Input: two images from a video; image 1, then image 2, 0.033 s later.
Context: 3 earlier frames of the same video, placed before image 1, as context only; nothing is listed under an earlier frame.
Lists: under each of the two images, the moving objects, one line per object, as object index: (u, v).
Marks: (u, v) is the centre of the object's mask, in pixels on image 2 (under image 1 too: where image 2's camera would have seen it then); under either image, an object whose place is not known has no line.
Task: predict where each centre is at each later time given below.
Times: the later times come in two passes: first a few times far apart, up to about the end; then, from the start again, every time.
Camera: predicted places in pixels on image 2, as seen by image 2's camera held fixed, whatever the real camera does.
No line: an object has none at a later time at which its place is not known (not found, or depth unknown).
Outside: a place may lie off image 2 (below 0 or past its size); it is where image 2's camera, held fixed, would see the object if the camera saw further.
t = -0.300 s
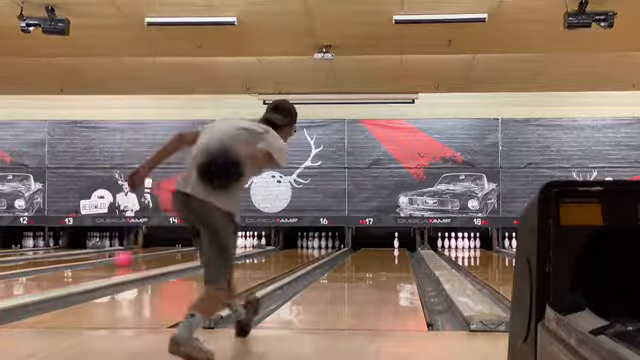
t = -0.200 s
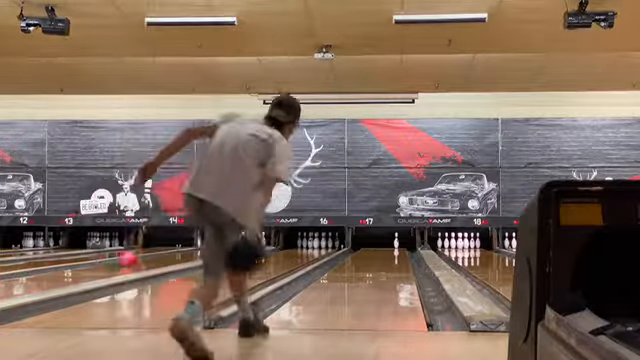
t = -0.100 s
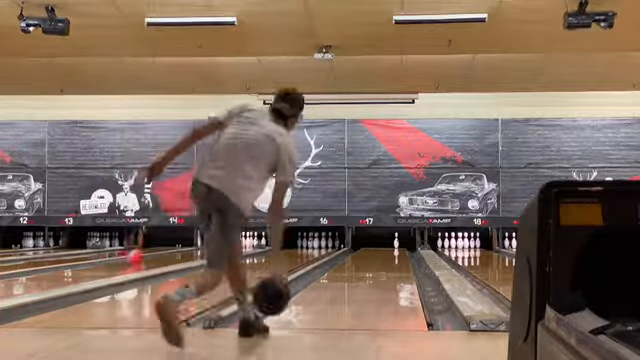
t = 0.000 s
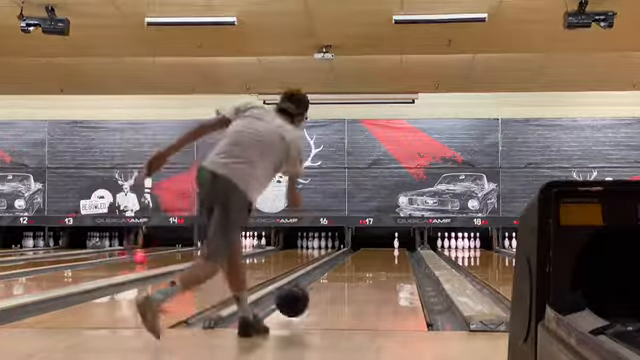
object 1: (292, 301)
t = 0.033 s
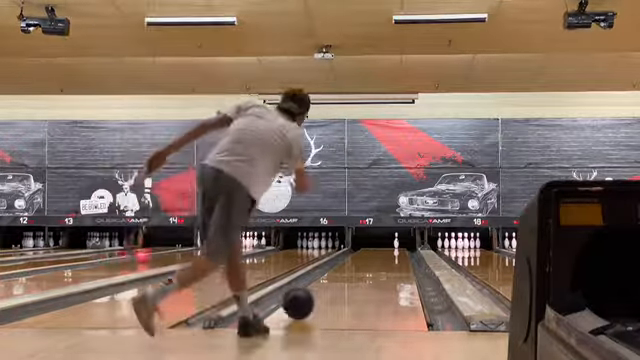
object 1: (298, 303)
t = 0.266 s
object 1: (328, 285)
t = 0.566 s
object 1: (350, 270)
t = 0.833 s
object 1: (362, 263)
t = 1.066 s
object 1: (372, 258)
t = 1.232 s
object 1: (374, 256)
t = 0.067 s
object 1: (303, 299)
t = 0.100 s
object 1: (308, 296)
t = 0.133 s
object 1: (313, 294)
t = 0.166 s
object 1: (317, 291)
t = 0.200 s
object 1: (321, 289)
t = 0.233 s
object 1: (324, 286)
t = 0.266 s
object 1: (328, 285)
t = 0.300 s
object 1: (331, 283)
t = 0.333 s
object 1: (334, 281)
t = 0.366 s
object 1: (337, 280)
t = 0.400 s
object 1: (339, 278)
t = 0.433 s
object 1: (342, 276)
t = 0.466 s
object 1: (345, 274)
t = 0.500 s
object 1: (346, 273)
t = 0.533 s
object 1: (349, 271)
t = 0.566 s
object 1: (350, 270)
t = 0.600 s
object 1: (352, 268)
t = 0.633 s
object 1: (354, 268)
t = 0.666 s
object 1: (356, 267)
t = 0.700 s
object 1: (358, 266)
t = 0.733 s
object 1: (359, 265)
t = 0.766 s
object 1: (360, 265)
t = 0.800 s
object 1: (361, 264)
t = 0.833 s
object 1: (362, 263)
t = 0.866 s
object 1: (364, 262)
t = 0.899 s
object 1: (367, 261)
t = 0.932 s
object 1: (371, 258)
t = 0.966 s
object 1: (371, 258)
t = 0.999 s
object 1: (371, 258)
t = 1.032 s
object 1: (372, 258)
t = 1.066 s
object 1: (372, 258)
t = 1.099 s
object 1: (372, 257)
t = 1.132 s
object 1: (373, 257)
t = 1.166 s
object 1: (372, 257)
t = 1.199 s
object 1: (374, 256)
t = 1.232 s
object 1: (374, 256)
